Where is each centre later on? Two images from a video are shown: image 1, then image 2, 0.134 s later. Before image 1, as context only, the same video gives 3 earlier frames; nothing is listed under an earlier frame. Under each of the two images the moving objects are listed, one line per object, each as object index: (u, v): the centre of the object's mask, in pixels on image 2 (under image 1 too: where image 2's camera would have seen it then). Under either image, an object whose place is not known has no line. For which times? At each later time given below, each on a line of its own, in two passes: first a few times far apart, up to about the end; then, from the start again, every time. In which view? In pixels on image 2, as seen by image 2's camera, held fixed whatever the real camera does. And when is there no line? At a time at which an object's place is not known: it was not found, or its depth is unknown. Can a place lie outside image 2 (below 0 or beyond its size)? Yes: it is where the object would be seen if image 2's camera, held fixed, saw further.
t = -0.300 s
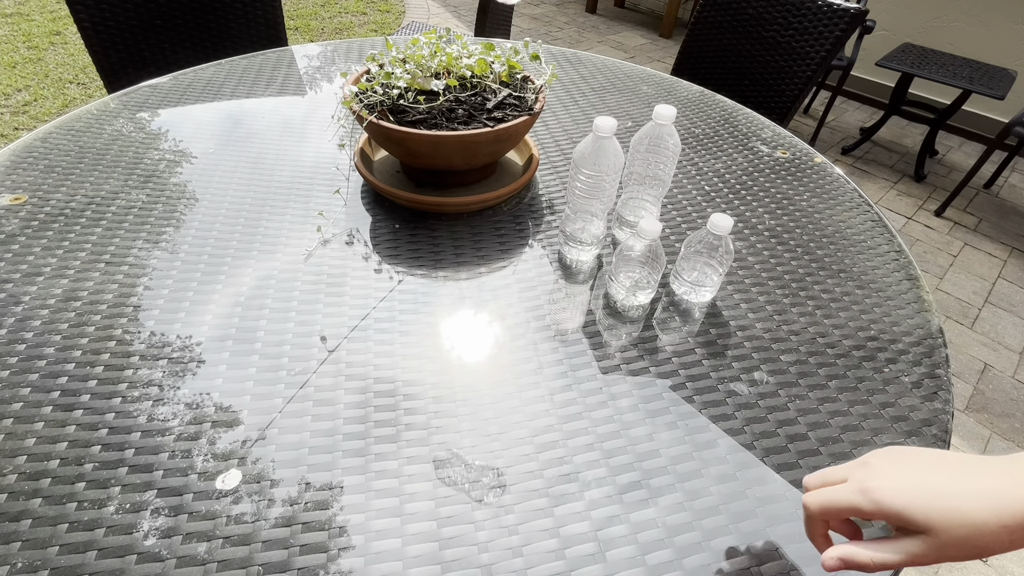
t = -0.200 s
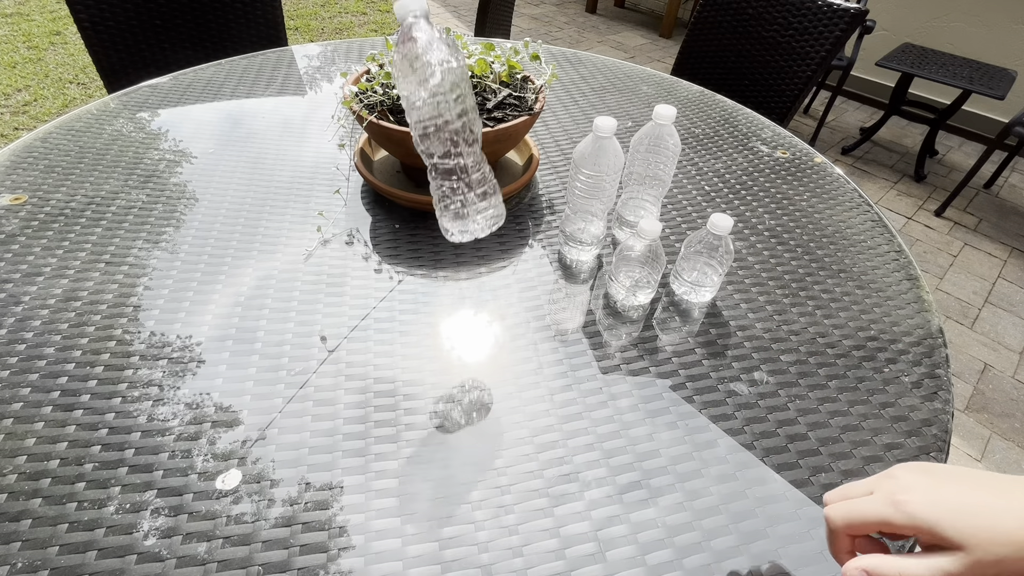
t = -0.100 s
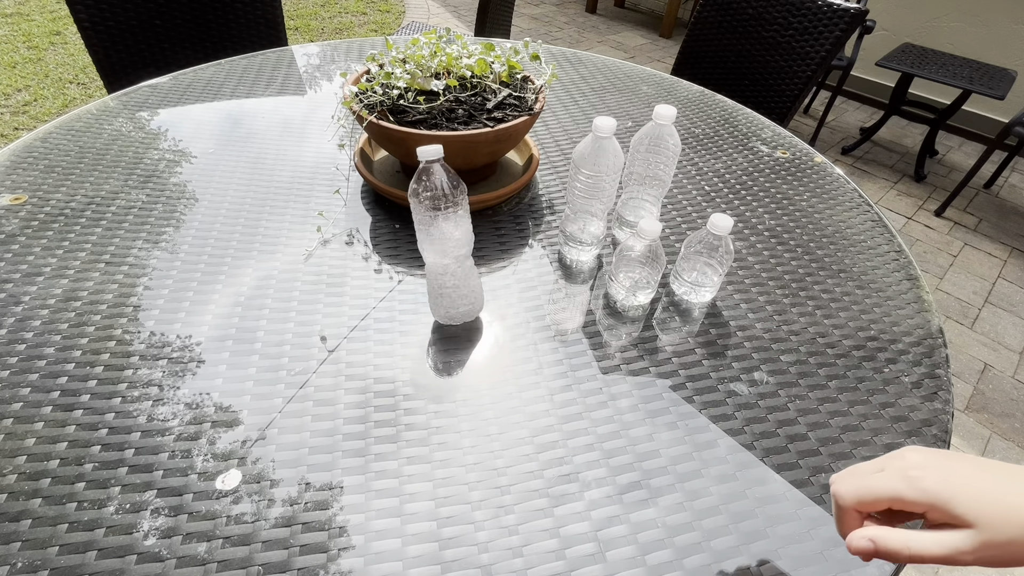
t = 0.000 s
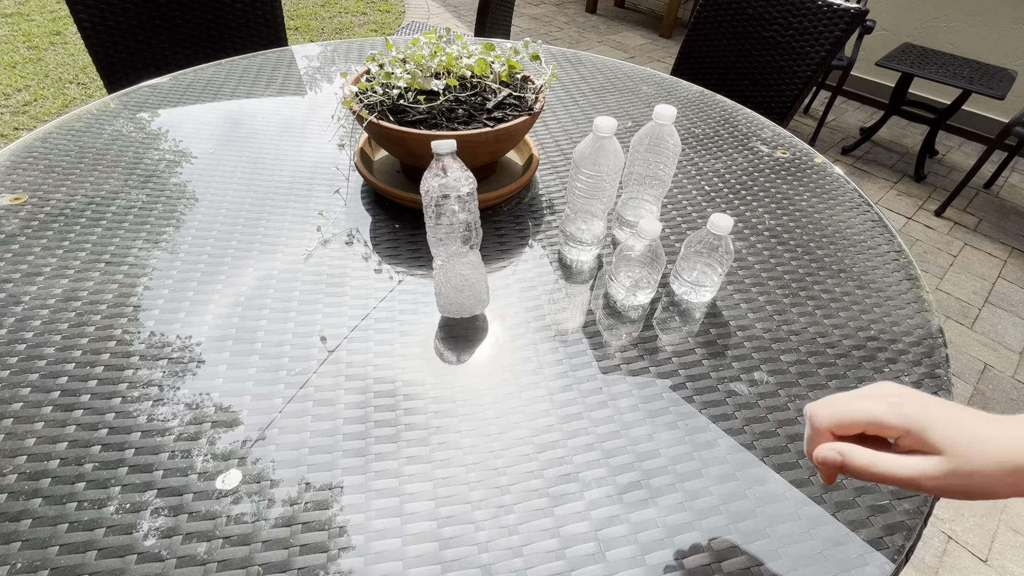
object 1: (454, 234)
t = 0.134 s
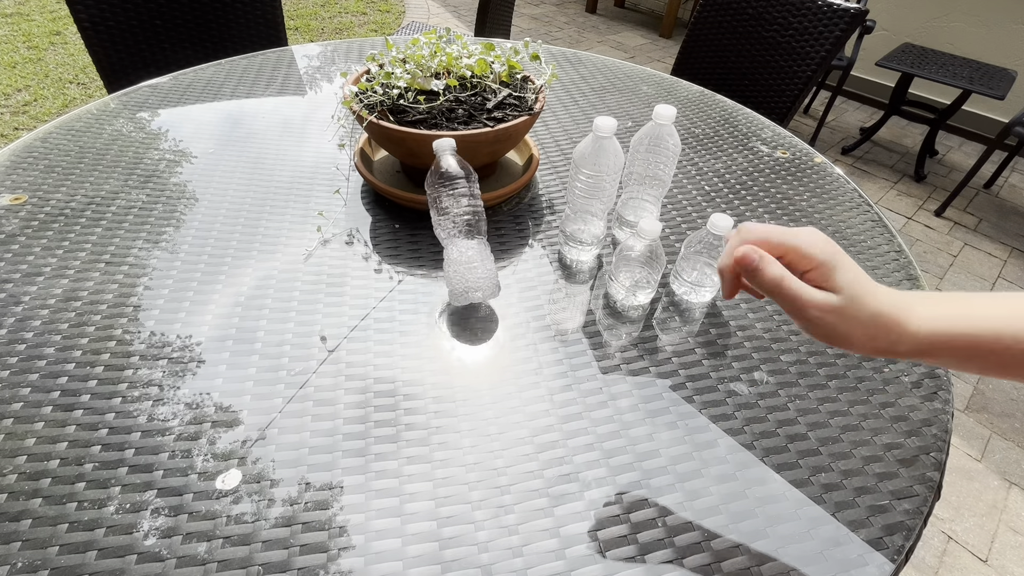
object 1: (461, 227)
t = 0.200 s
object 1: (459, 231)
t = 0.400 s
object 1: (455, 242)
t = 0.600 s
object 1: (452, 243)
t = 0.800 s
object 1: (440, 246)
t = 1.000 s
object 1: (420, 253)
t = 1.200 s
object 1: (385, 263)
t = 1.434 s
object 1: (342, 272)
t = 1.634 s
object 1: (309, 274)
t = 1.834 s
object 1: (285, 277)
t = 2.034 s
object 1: (265, 281)
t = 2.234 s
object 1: (236, 285)
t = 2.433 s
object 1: (200, 290)
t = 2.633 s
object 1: (160, 294)
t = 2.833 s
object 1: (119, 299)
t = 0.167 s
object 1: (460, 228)
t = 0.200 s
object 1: (459, 231)
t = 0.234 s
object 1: (459, 237)
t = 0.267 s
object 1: (458, 239)
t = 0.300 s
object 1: (457, 241)
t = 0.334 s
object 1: (456, 242)
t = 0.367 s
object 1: (456, 242)
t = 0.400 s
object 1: (455, 242)
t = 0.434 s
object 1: (456, 242)
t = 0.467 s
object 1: (456, 242)
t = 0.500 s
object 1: (455, 242)
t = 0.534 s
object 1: (455, 242)
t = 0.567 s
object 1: (454, 242)
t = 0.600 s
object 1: (452, 243)
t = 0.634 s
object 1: (451, 243)
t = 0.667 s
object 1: (449, 244)
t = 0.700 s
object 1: (448, 244)
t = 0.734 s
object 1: (446, 245)
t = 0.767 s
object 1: (444, 246)
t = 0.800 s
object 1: (440, 246)
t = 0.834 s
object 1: (438, 247)
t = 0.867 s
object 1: (436, 249)
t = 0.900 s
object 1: (434, 249)
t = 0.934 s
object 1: (430, 251)
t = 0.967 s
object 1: (425, 252)
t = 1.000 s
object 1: (420, 253)
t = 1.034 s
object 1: (415, 258)
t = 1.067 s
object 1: (410, 258)
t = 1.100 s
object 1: (406, 260)
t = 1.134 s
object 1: (400, 262)
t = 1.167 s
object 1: (393, 262)
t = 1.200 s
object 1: (385, 263)
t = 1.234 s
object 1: (380, 264)
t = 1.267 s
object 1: (375, 266)
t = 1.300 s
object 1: (371, 265)
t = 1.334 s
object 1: (365, 265)
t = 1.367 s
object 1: (357, 268)
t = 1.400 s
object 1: (349, 269)
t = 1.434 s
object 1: (342, 272)
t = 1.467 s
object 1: (337, 271)
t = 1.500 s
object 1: (333, 271)
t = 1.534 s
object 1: (329, 271)
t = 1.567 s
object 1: (326, 272)
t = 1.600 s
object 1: (319, 273)
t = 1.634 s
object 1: (309, 274)
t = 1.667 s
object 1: (301, 274)
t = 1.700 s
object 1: (297, 275)
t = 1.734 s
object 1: (297, 275)
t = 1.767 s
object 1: (296, 275)
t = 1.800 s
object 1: (292, 276)
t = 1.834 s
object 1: (285, 277)
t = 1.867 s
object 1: (277, 279)
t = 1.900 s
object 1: (272, 280)
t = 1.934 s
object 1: (270, 280)
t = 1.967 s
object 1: (270, 280)
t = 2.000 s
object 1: (269, 281)
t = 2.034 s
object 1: (265, 281)
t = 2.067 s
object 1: (256, 282)
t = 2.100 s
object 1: (248, 283)
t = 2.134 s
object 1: (243, 285)
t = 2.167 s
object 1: (241, 284)
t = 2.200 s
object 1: (239, 284)
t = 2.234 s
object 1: (236, 285)
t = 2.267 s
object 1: (228, 286)
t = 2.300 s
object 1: (219, 288)
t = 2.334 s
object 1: (211, 289)
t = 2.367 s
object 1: (205, 290)
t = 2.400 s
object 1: (203, 290)
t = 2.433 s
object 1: (200, 290)
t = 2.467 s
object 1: (194, 291)
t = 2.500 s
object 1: (183, 291)
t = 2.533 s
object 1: (174, 292)
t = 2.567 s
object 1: (167, 293)
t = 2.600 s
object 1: (163, 294)
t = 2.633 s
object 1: (160, 294)
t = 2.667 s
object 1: (155, 295)
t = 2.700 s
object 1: (146, 297)
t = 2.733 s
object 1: (136, 298)
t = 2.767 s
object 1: (129, 298)
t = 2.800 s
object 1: (125, 299)
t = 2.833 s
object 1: (119, 299)
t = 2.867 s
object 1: (112, 300)
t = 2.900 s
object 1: (103, 301)
